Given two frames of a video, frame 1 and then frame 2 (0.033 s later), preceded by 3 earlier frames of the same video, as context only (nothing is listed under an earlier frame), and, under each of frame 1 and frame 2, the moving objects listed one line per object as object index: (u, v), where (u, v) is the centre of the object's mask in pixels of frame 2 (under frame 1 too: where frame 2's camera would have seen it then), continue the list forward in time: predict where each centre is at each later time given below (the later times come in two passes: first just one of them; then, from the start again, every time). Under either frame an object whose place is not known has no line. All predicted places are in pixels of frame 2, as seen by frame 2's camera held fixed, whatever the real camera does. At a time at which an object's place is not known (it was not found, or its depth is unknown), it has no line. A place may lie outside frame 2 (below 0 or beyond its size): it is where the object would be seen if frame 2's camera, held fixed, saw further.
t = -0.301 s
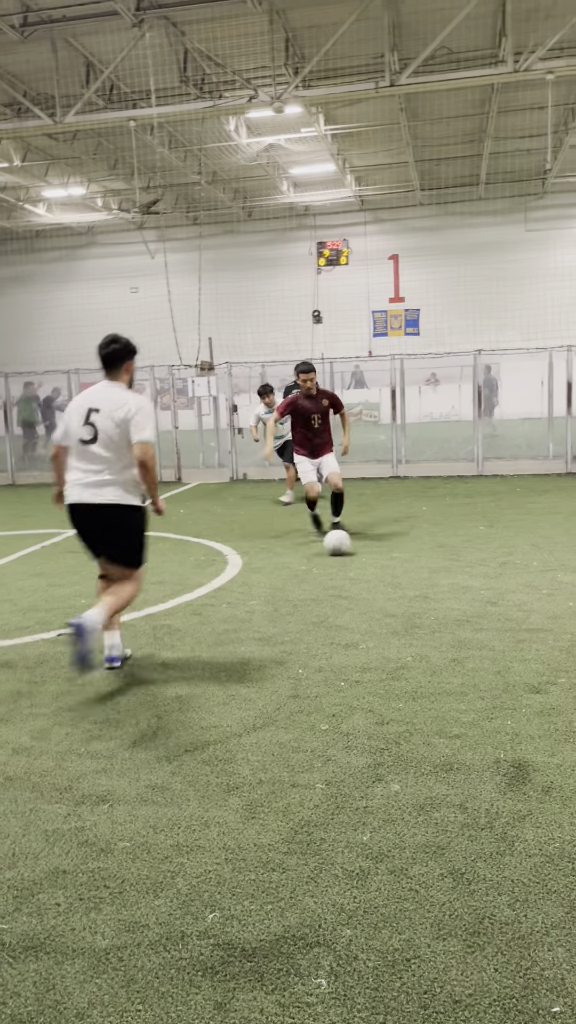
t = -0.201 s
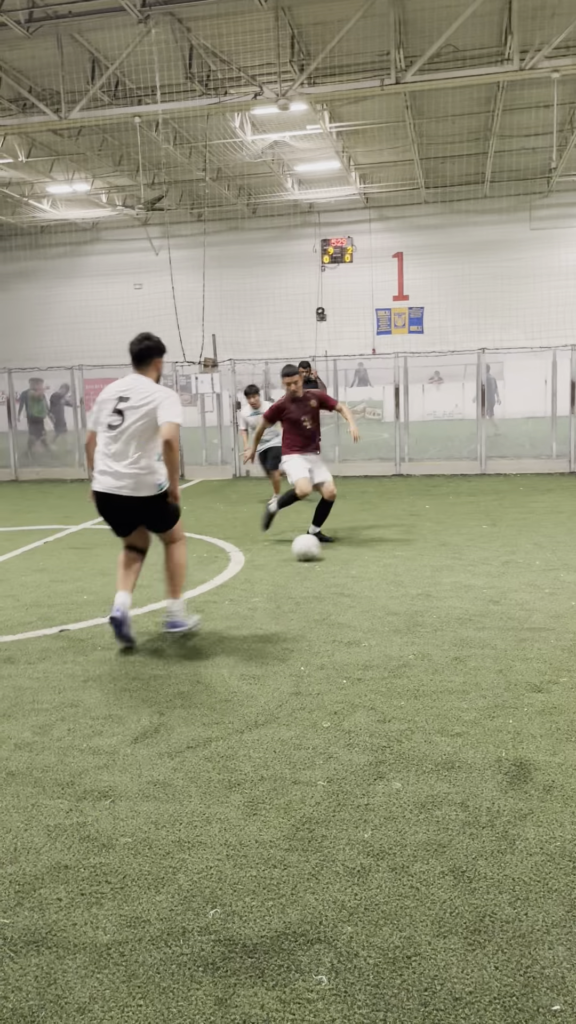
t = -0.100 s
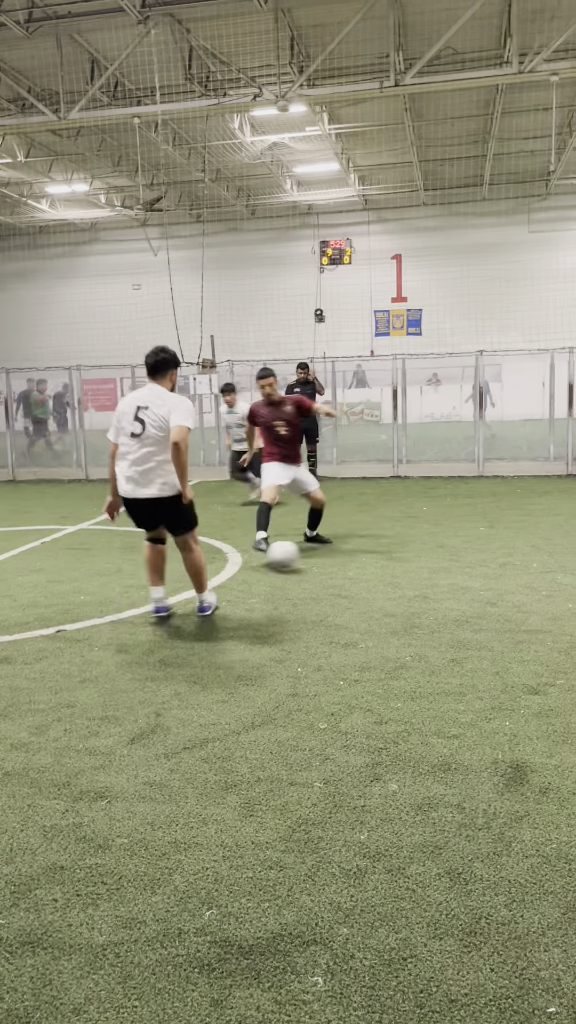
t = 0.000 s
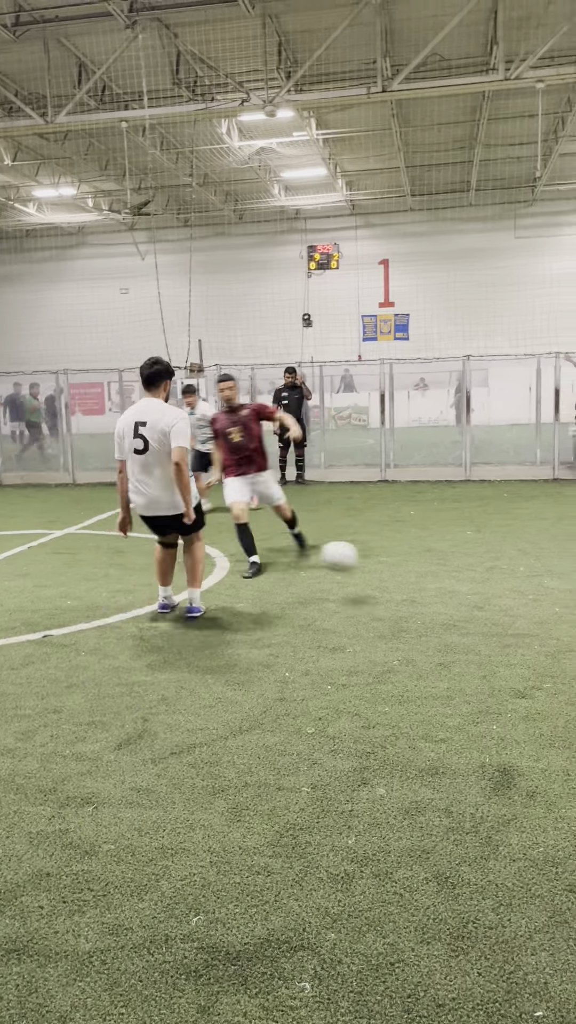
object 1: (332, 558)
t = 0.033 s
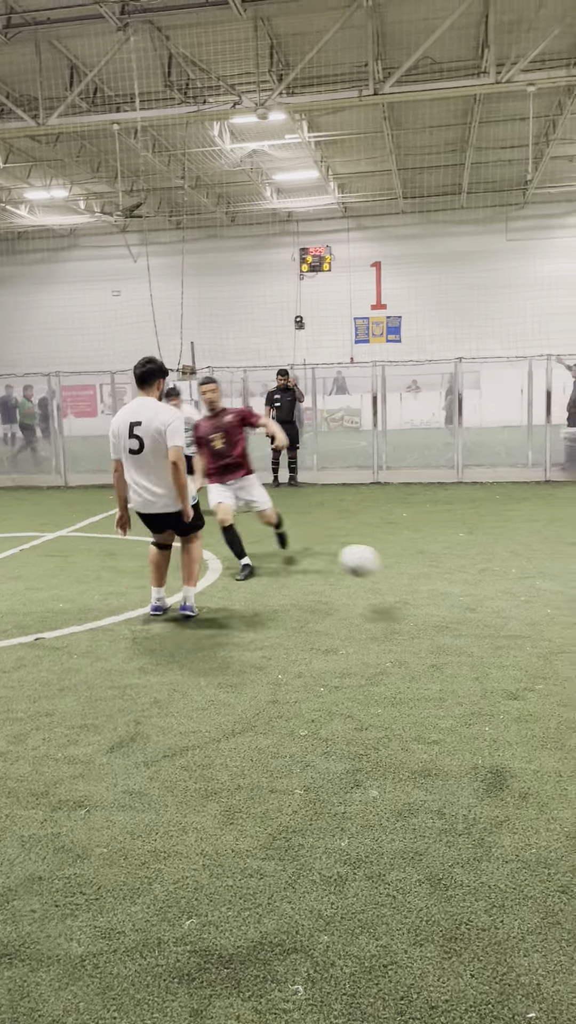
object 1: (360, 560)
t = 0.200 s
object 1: (545, 612)
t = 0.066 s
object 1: (389, 564)
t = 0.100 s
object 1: (421, 570)
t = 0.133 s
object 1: (458, 579)
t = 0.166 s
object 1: (499, 593)
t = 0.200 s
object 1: (545, 612)
